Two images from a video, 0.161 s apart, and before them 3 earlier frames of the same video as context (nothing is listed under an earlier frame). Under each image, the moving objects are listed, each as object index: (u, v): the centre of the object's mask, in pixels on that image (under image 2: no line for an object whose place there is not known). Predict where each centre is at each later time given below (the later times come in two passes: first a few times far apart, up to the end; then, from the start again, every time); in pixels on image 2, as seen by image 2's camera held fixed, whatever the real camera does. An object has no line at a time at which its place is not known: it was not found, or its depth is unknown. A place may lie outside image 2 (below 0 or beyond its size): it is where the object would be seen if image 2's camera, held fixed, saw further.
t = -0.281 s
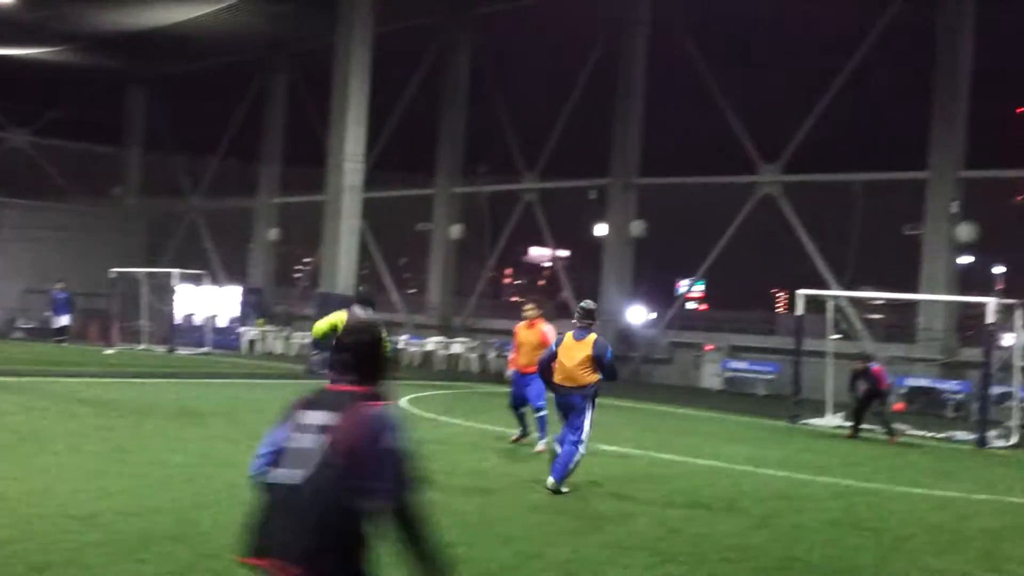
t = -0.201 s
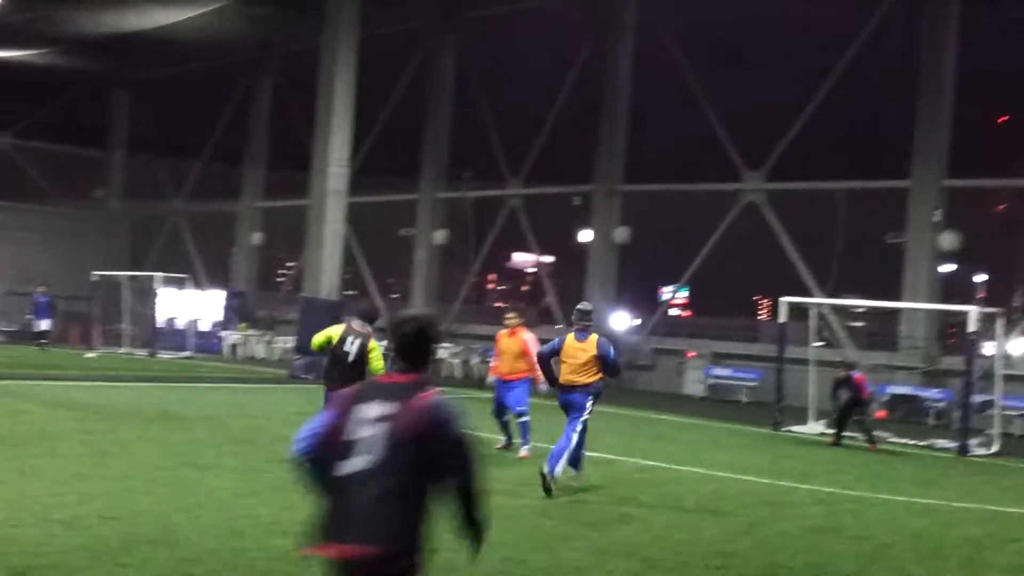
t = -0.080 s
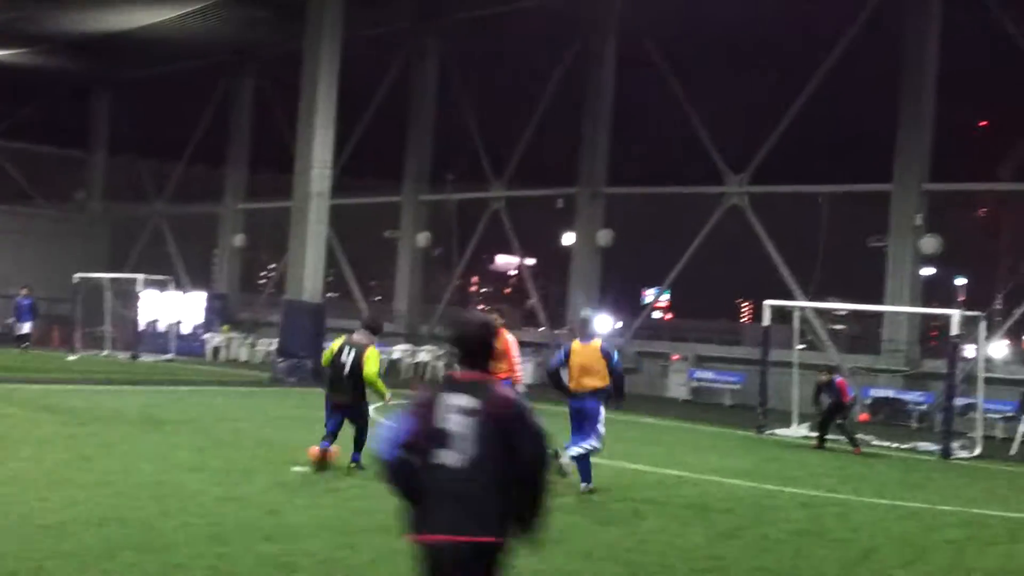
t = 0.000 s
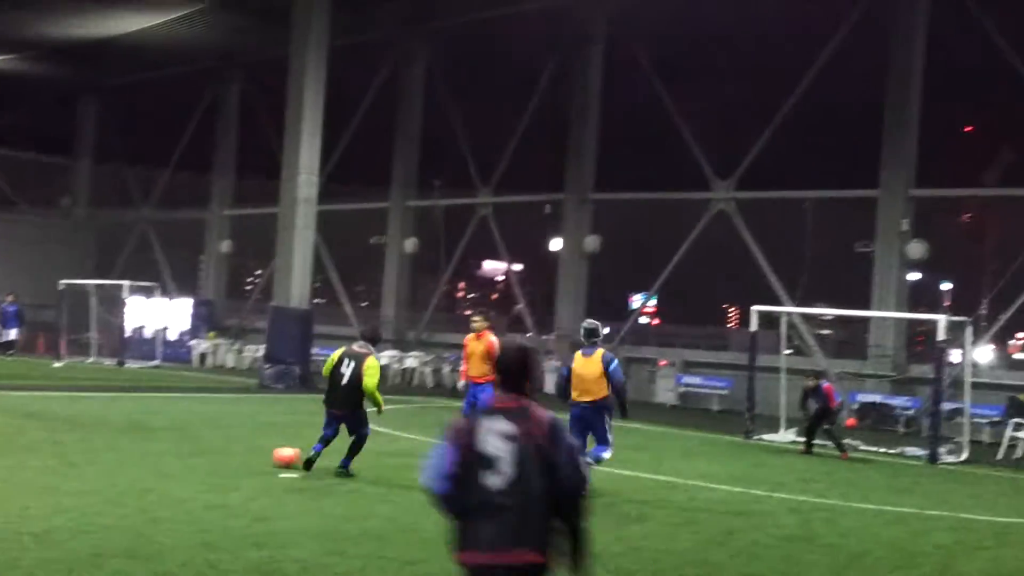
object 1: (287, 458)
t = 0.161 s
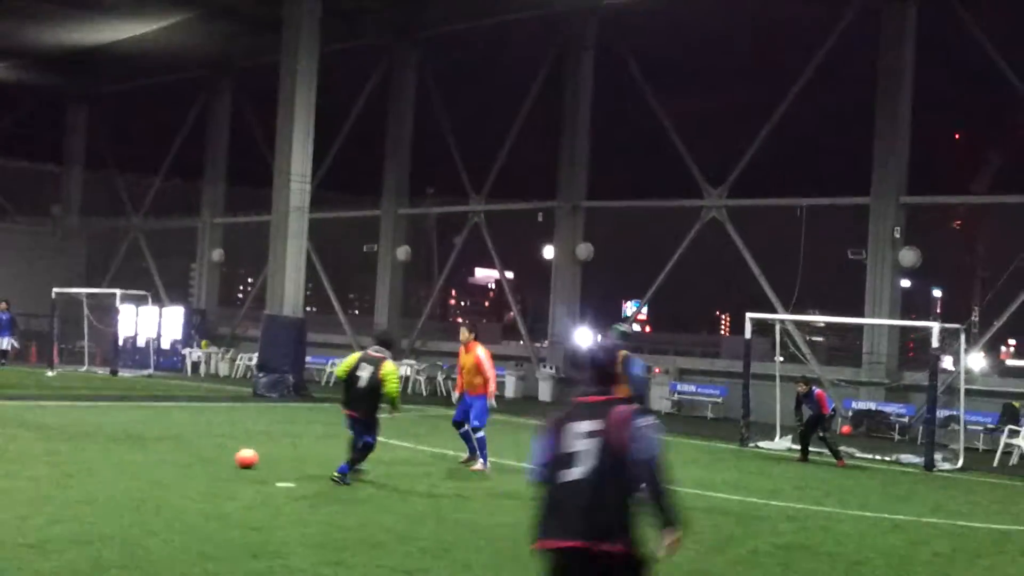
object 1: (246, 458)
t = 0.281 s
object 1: (226, 453)
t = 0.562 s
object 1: (191, 443)
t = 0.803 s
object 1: (167, 435)
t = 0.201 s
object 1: (238, 456)
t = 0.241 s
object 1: (231, 455)
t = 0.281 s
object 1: (226, 453)
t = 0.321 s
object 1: (220, 452)
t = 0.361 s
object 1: (214, 450)
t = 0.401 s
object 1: (209, 449)
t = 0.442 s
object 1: (205, 448)
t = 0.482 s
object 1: (201, 447)
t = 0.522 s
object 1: (196, 445)
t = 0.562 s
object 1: (191, 443)
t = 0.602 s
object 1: (187, 442)
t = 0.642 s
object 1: (183, 440)
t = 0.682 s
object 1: (179, 439)
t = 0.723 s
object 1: (175, 438)
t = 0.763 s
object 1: (171, 436)
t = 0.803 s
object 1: (167, 435)
